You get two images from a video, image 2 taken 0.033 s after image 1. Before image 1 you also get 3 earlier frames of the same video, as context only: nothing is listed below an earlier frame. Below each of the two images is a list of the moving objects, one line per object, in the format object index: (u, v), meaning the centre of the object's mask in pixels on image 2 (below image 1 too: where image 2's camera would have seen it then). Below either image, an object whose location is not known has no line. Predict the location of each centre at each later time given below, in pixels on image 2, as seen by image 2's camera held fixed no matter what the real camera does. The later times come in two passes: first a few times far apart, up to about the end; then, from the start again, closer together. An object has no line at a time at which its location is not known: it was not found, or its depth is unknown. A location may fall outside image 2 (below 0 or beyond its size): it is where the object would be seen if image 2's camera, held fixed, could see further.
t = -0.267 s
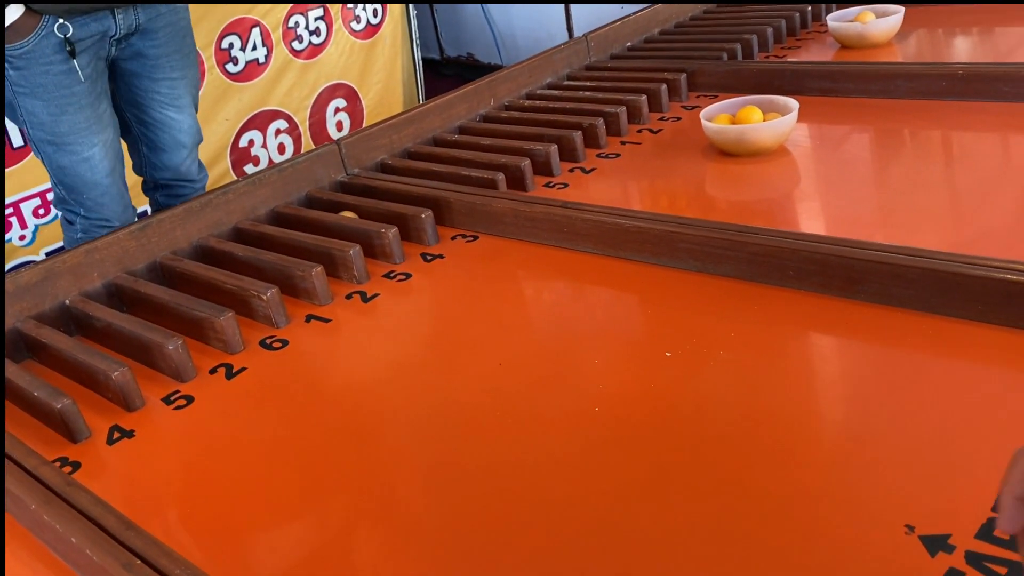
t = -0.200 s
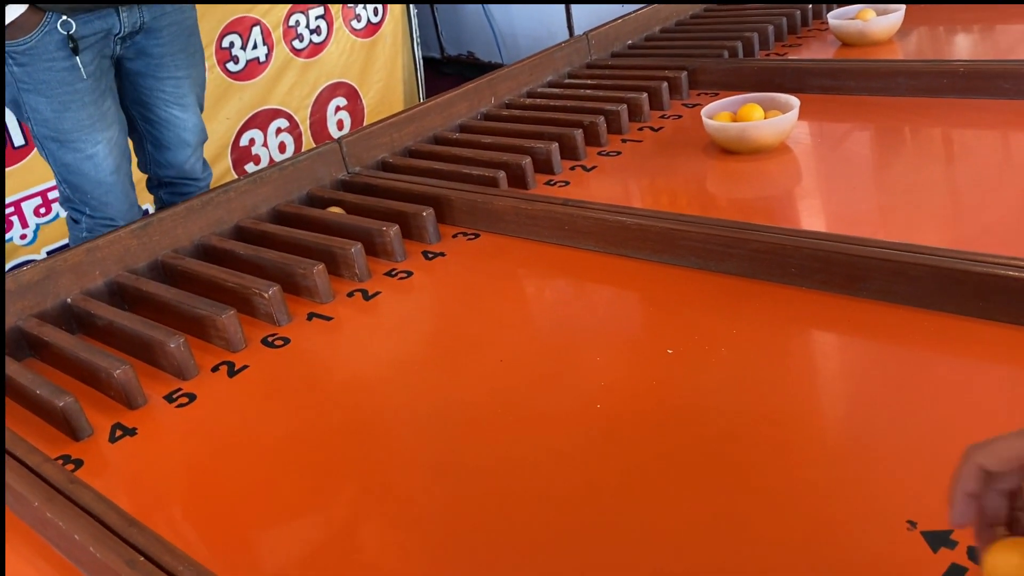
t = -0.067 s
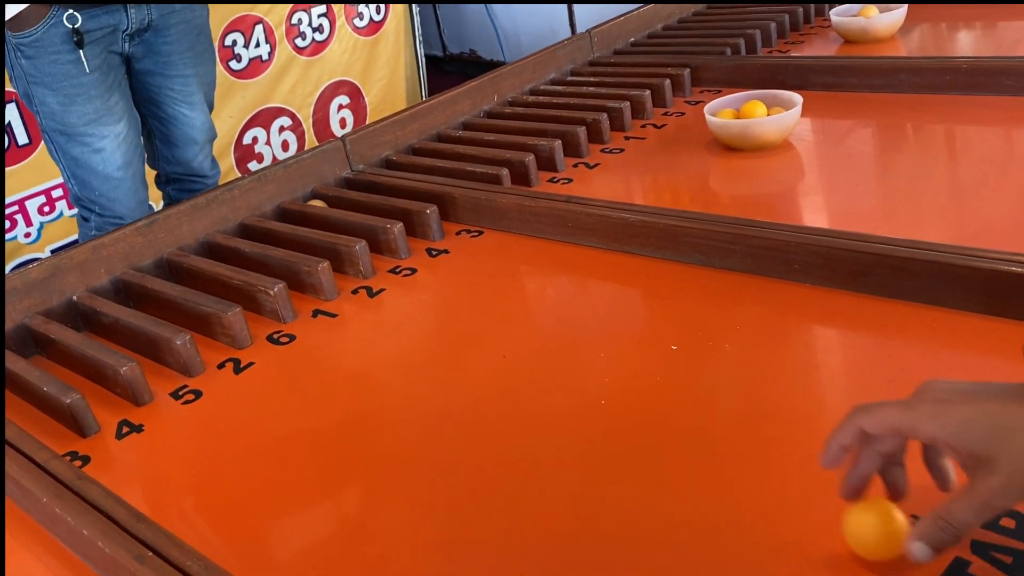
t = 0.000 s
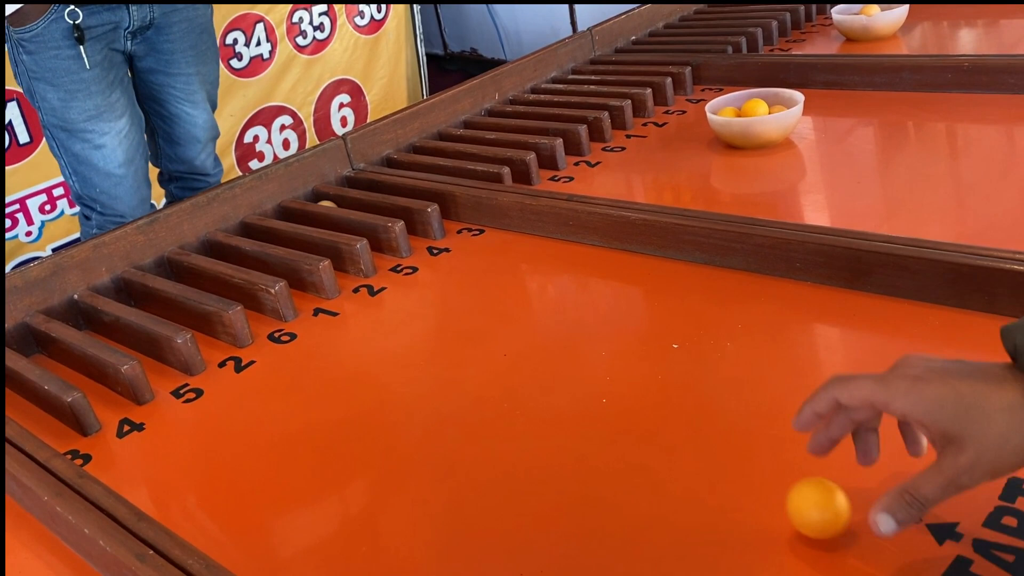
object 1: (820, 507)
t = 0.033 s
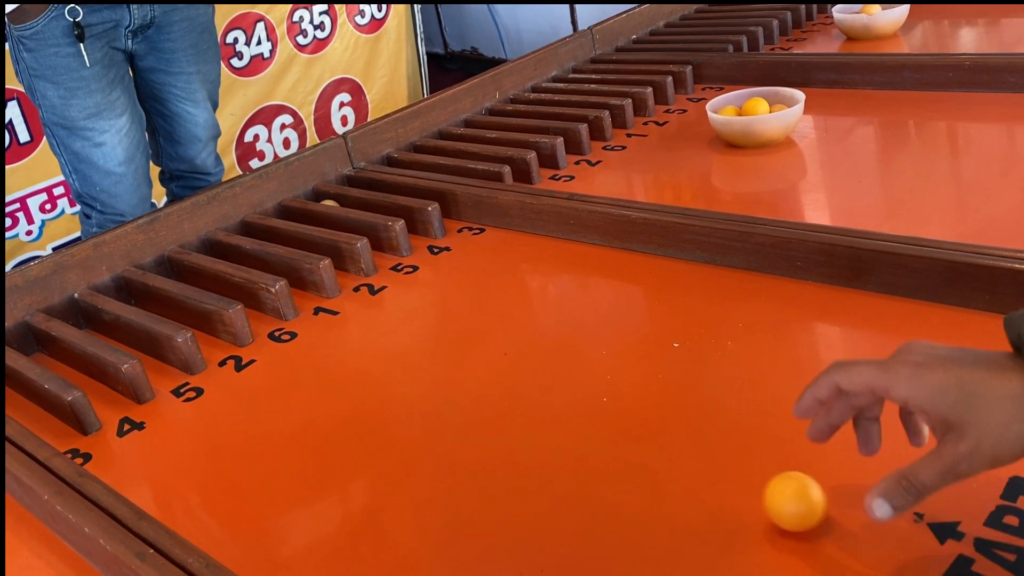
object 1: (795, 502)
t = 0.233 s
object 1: (642, 446)
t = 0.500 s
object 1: (457, 377)
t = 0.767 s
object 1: (304, 317)
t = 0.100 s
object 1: (744, 483)
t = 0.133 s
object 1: (718, 474)
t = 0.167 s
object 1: (692, 465)
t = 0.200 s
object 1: (667, 456)
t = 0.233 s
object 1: (642, 446)
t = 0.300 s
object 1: (593, 428)
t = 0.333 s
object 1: (569, 419)
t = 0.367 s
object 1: (546, 410)
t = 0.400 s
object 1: (523, 402)
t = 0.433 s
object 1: (500, 394)
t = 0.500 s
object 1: (457, 377)
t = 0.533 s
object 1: (436, 369)
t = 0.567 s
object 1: (416, 361)
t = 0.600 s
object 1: (396, 353)
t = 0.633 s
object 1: (376, 346)
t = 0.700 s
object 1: (340, 331)
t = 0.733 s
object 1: (321, 324)
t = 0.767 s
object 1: (304, 317)
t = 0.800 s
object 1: (289, 312)
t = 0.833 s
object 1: (286, 318)
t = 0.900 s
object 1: (280, 344)
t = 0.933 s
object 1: (274, 354)
